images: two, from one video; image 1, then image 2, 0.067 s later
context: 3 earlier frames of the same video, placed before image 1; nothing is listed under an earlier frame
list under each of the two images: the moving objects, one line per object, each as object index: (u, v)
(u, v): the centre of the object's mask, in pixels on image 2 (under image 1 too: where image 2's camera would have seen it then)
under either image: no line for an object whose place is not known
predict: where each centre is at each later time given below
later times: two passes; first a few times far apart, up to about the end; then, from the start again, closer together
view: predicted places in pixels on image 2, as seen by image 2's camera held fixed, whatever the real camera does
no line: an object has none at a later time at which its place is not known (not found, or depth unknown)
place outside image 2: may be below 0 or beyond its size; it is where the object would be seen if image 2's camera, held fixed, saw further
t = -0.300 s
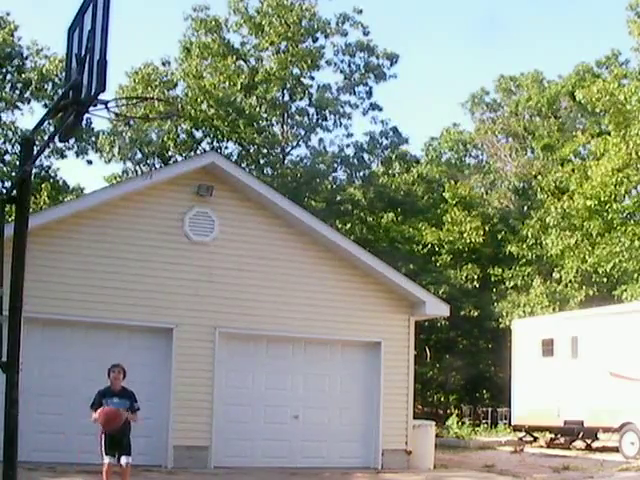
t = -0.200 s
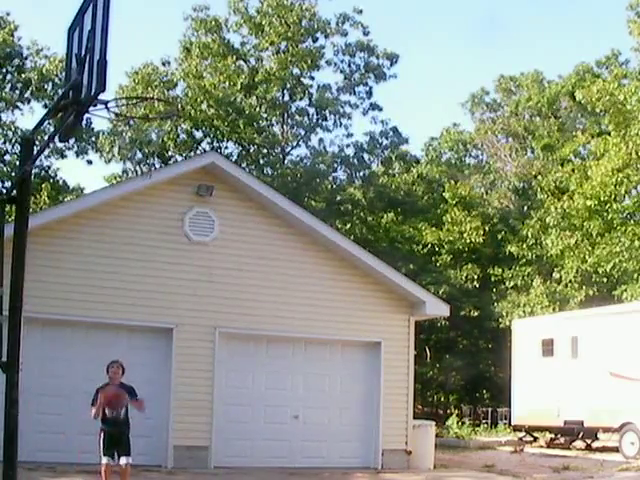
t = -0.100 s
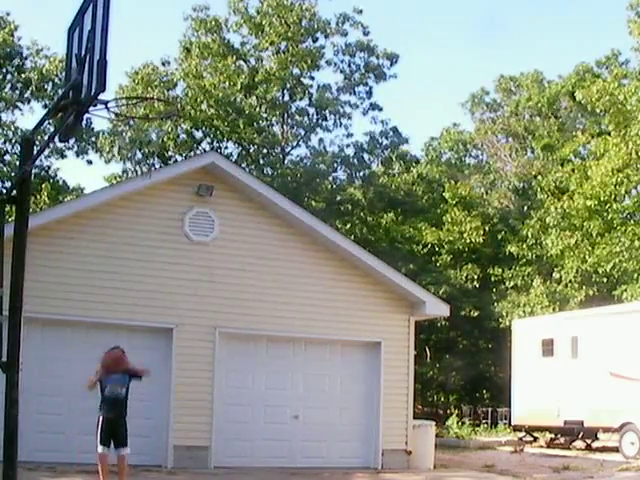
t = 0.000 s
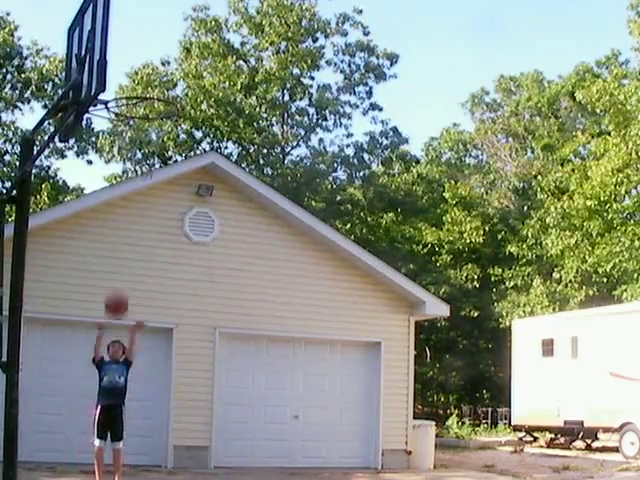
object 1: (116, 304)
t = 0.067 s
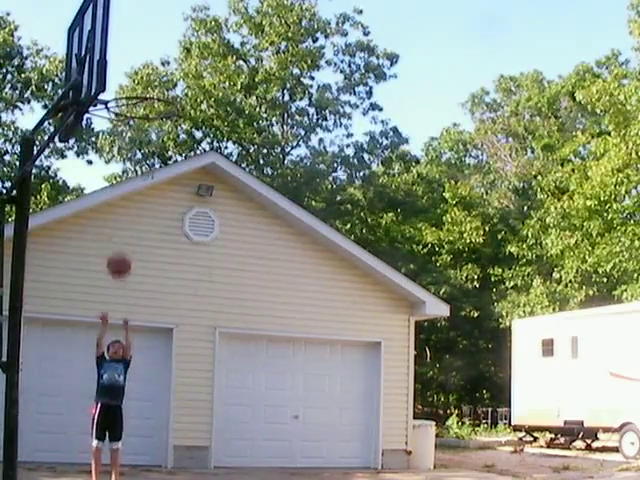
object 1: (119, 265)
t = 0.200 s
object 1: (123, 198)
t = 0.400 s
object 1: (128, 121)
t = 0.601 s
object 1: (132, 82)
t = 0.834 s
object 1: (132, 90)
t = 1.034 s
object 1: (149, 121)
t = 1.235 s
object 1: (158, 144)
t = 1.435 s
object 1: (144, 193)
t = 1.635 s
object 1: (127, 300)
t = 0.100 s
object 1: (120, 248)
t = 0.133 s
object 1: (121, 230)
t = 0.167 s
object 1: (123, 214)
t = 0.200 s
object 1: (123, 198)
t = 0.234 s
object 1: (124, 184)
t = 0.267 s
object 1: (125, 170)
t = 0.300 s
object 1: (126, 155)
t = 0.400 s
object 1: (128, 121)
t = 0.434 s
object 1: (129, 111)
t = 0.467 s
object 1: (131, 106)
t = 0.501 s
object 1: (130, 98)
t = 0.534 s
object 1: (131, 92)
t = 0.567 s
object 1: (132, 85)
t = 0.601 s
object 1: (132, 82)
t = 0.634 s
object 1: (133, 80)
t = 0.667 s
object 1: (133, 78)
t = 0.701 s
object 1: (133, 78)
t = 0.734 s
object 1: (133, 79)
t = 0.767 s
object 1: (133, 81)
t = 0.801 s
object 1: (132, 84)
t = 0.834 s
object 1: (132, 90)
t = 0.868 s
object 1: (132, 98)
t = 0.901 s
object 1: (132, 100)
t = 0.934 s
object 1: (134, 102)
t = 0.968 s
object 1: (134, 106)
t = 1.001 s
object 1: (141, 113)
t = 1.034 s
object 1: (149, 121)
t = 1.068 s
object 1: (155, 130)
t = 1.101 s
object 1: (158, 134)
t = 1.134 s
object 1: (159, 138)
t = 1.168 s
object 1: (159, 140)
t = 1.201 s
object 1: (158, 142)
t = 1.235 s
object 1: (158, 144)
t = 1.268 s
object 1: (155, 149)
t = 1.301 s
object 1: (152, 153)
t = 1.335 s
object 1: (151, 160)
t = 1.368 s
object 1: (149, 170)
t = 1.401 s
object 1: (146, 182)
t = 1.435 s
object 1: (144, 193)
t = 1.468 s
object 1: (141, 207)
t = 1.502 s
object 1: (138, 223)
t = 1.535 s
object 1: (136, 239)
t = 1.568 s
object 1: (133, 258)
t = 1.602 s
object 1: (130, 278)
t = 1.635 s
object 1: (127, 300)
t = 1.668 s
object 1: (125, 323)
